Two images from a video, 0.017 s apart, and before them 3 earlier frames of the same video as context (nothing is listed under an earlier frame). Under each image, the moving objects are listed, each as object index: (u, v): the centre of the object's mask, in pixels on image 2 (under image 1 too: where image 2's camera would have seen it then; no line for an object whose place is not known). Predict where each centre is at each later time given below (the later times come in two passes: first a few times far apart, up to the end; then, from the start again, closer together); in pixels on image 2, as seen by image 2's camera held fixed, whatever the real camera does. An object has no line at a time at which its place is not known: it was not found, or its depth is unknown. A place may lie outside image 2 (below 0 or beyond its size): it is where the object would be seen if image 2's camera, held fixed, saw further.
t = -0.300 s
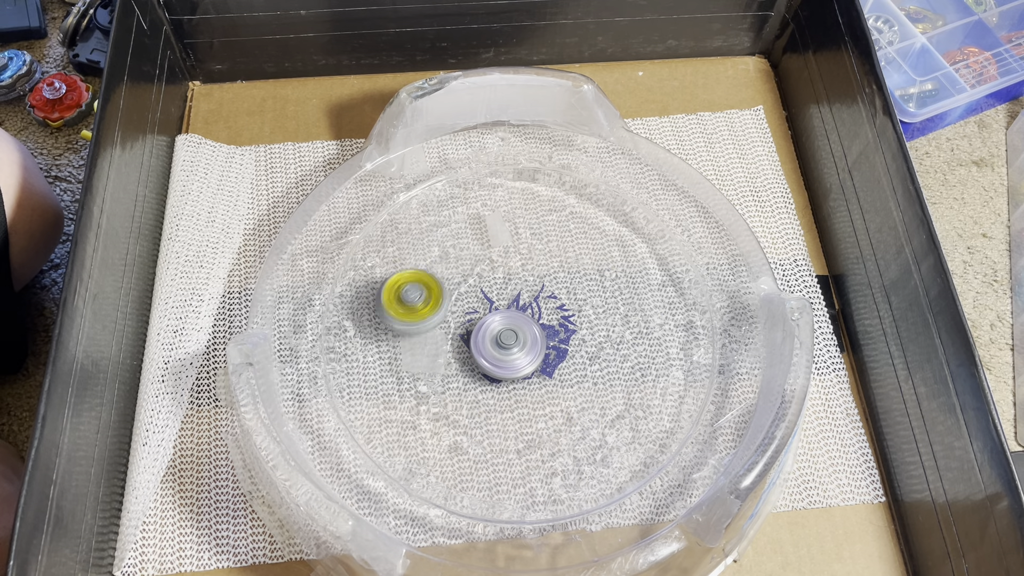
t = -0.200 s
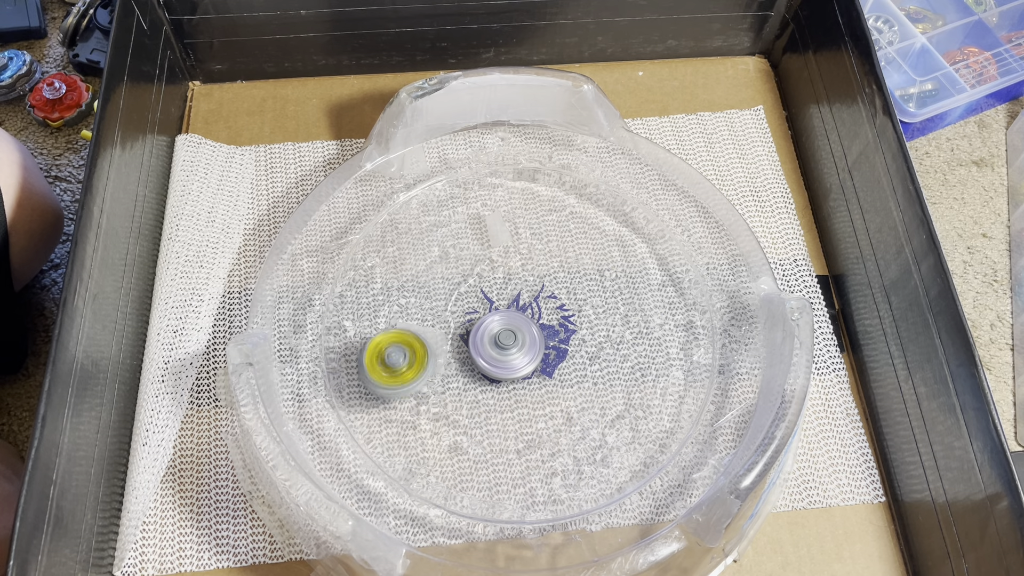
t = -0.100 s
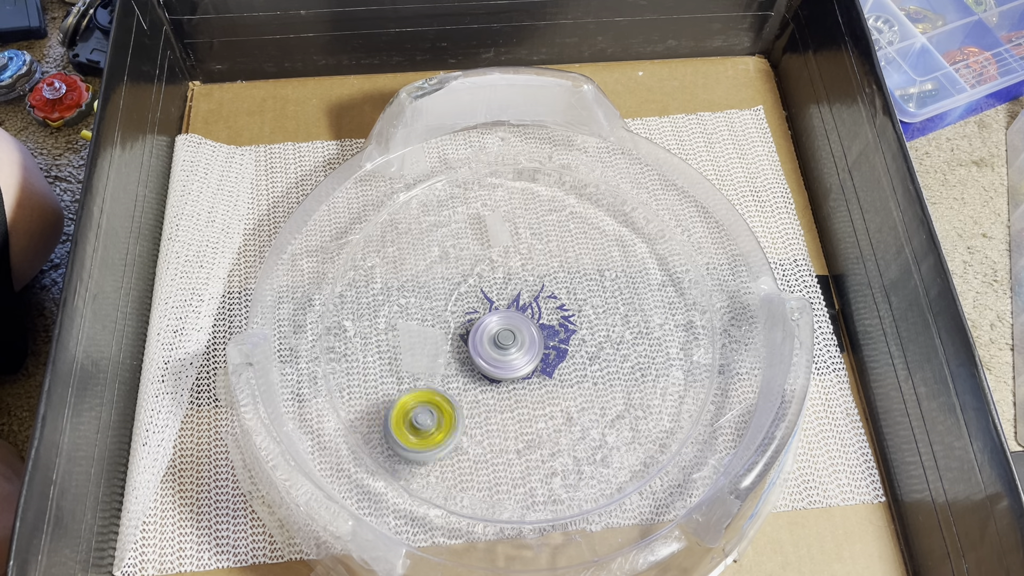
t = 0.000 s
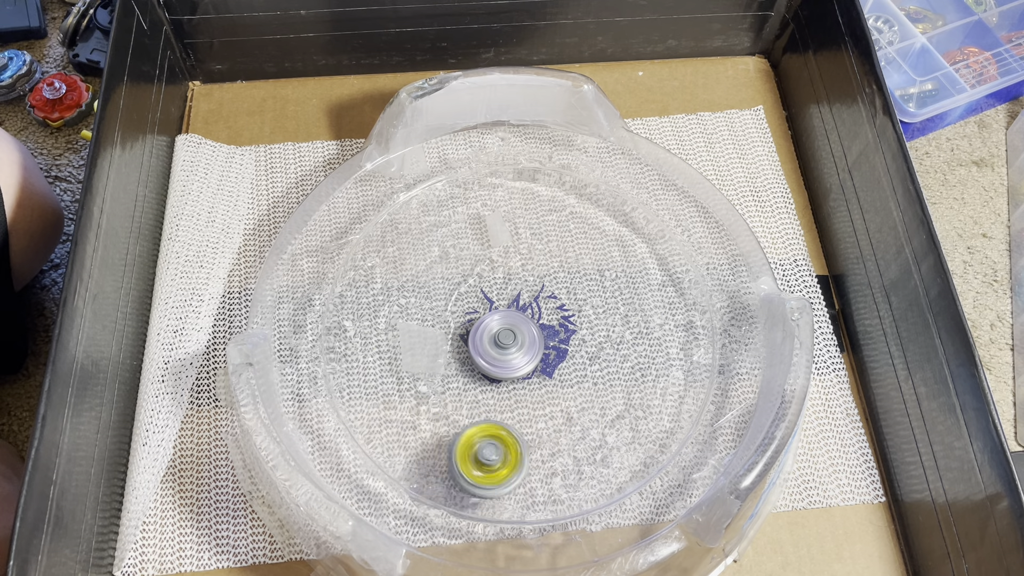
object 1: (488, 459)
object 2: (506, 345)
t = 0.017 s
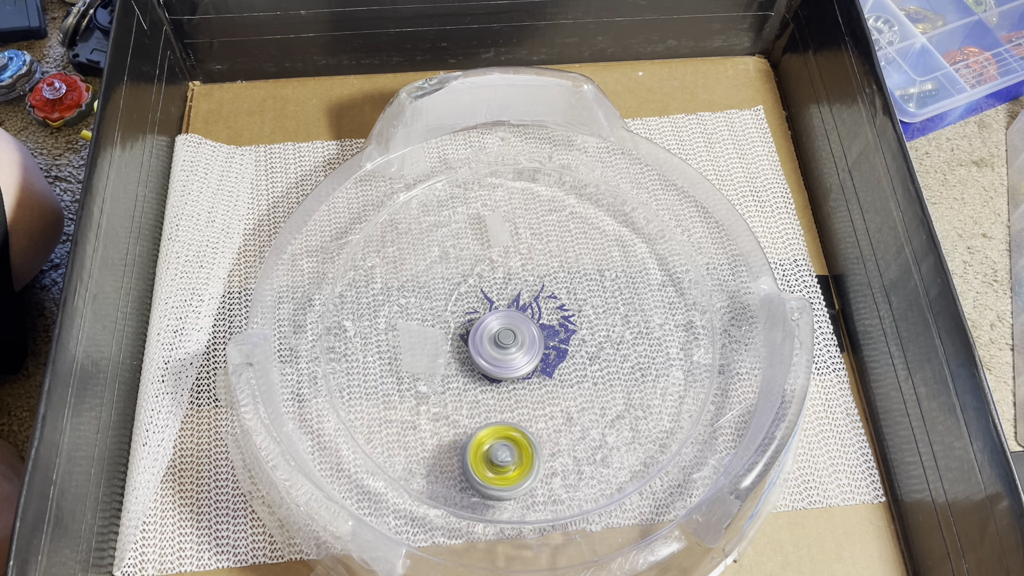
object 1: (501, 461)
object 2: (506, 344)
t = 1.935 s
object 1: (418, 365)
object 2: (511, 325)
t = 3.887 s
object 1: (411, 305)
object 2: (516, 332)
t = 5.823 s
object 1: (512, 214)
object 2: (506, 340)
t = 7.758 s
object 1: (617, 306)
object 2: (516, 332)
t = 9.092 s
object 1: (471, 231)
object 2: (518, 341)
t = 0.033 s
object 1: (514, 461)
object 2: (506, 344)
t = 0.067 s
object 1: (540, 457)
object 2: (506, 344)
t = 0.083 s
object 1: (552, 454)
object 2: (506, 344)
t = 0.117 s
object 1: (576, 443)
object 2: (506, 343)
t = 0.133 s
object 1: (586, 435)
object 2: (506, 343)
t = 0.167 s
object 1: (602, 419)
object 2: (506, 342)
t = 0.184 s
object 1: (610, 409)
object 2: (506, 342)
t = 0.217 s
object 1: (619, 387)
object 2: (506, 341)
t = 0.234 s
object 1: (622, 376)
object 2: (506, 341)
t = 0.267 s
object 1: (623, 355)
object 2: (506, 339)
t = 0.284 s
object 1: (622, 343)
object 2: (506, 339)
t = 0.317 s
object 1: (617, 322)
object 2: (505, 338)
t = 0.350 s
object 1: (608, 302)
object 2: (505, 338)
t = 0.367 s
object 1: (601, 293)
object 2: (505, 338)
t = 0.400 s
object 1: (587, 277)
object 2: (504, 337)
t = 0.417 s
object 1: (579, 268)
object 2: (504, 337)
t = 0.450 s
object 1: (561, 256)
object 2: (503, 337)
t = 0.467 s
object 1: (551, 250)
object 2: (503, 337)
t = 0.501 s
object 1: (531, 241)
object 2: (503, 336)
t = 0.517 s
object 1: (520, 237)
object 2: (502, 336)
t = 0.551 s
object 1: (498, 234)
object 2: (502, 336)
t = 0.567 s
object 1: (487, 233)
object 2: (502, 336)
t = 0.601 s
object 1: (467, 234)
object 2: (502, 336)
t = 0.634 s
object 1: (444, 240)
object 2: (501, 336)
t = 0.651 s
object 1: (434, 244)
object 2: (501, 336)
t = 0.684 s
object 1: (415, 255)
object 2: (502, 336)
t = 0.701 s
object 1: (407, 262)
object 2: (502, 336)
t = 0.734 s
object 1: (393, 277)
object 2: (502, 336)
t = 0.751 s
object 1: (386, 286)
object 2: (502, 336)
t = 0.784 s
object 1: (377, 307)
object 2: (502, 336)
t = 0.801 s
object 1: (375, 319)
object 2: (502, 336)
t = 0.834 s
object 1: (376, 340)
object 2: (503, 336)
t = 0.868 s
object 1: (381, 363)
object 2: (503, 336)
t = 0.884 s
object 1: (386, 374)
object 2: (504, 336)
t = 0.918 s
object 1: (402, 393)
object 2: (504, 335)
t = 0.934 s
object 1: (411, 402)
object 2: (505, 334)
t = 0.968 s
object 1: (431, 417)
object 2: (505, 334)
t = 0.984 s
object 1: (443, 423)
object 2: (505, 334)
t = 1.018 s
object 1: (467, 431)
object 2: (506, 333)
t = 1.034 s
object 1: (479, 432)
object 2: (506, 333)
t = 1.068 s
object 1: (506, 433)
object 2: (506, 332)
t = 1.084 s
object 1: (520, 431)
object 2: (507, 331)
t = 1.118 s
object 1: (543, 425)
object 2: (507, 331)
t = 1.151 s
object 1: (566, 413)
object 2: (507, 330)
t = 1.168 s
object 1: (576, 407)
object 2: (507, 330)
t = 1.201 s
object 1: (592, 390)
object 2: (506, 329)
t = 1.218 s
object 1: (599, 382)
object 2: (506, 329)
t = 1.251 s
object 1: (609, 362)
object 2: (506, 329)
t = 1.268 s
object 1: (614, 352)
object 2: (506, 328)
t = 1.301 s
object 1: (617, 332)
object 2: (506, 328)
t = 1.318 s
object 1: (617, 322)
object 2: (506, 328)
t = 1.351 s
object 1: (615, 301)
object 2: (506, 328)
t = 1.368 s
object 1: (613, 291)
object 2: (506, 328)
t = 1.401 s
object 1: (605, 272)
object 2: (506, 328)
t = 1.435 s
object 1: (594, 255)
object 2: (506, 328)
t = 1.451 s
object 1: (586, 246)
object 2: (506, 328)
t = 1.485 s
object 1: (571, 233)
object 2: (507, 328)
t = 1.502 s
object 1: (561, 227)
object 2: (507, 328)
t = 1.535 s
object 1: (542, 217)
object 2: (507, 328)
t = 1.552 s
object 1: (532, 214)
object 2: (507, 328)
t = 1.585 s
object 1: (510, 210)
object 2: (508, 328)
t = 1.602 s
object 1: (500, 209)
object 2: (508, 329)
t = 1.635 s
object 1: (479, 211)
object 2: (509, 328)
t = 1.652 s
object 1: (468, 214)
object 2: (509, 328)
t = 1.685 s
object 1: (447, 223)
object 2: (510, 328)
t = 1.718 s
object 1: (430, 236)
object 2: (510, 327)
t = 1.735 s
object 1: (423, 243)
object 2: (511, 327)
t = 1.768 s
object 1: (410, 260)
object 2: (511, 327)
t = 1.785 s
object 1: (405, 271)
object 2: (511, 327)
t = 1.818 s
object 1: (399, 292)
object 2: (511, 326)
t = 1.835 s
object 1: (398, 304)
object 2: (511, 326)
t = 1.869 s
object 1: (399, 326)
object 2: (511, 326)
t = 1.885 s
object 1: (403, 338)
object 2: (511, 326)
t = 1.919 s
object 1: (412, 358)
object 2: (511, 325)
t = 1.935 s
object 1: (418, 365)
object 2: (511, 325)
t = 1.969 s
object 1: (433, 386)
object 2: (510, 325)
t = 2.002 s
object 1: (453, 401)
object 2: (510, 325)
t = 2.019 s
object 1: (464, 406)
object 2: (510, 325)
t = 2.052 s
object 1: (485, 416)
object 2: (509, 325)
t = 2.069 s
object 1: (498, 419)
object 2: (509, 325)
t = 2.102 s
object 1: (523, 422)
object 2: (509, 325)
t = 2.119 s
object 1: (534, 422)
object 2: (509, 325)
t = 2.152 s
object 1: (559, 419)
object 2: (509, 326)
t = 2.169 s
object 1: (570, 416)
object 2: (509, 327)
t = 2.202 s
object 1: (592, 407)
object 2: (510, 328)
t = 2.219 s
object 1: (601, 401)
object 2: (510, 328)
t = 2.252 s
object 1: (619, 386)
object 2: (511, 329)
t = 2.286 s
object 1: (633, 370)
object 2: (512, 331)
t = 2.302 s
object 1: (637, 361)
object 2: (513, 331)
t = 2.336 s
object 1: (645, 341)
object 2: (515, 333)
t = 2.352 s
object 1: (646, 331)
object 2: (516, 333)
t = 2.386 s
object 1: (645, 311)
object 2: (517, 332)
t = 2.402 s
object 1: (644, 301)
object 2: (518, 332)
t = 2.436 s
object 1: (637, 282)
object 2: (519, 330)
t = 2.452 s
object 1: (632, 273)
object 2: (520, 330)
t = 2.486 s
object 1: (619, 256)
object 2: (520, 329)
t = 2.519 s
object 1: (603, 242)
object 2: (521, 328)
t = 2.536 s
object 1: (593, 236)
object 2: (521, 327)
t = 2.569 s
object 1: (573, 228)
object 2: (521, 327)
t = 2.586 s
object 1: (562, 225)
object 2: (521, 326)
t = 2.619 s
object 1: (540, 222)
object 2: (521, 326)
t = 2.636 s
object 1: (528, 222)
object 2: (521, 325)
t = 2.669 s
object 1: (506, 225)
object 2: (520, 325)
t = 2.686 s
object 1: (495, 228)
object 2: (520, 325)
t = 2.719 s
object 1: (476, 237)
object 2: (519, 325)
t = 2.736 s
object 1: (466, 243)
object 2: (518, 325)
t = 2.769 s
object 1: (450, 257)
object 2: (517, 325)
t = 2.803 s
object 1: (435, 274)
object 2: (516, 325)
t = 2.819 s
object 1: (430, 284)
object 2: (516, 325)
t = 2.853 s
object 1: (423, 304)
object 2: (515, 326)
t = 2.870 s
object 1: (420, 314)
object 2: (515, 326)
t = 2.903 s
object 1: (418, 336)
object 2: (514, 327)
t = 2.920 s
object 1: (419, 346)
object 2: (514, 328)
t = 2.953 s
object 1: (425, 366)
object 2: (514, 329)
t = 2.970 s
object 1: (429, 376)
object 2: (513, 329)
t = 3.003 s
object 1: (440, 395)
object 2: (513, 332)
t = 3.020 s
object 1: (447, 405)
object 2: (514, 333)
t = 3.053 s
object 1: (463, 420)
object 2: (515, 335)
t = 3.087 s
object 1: (482, 433)
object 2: (517, 336)
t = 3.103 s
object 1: (493, 438)
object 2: (517, 336)
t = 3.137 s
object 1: (516, 445)
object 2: (518, 337)
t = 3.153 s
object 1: (528, 447)
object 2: (519, 337)
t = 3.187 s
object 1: (552, 447)
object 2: (520, 337)
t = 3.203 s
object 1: (566, 446)
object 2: (520, 338)
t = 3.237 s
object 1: (587, 439)
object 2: (521, 338)
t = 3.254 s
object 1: (599, 434)
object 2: (521, 338)
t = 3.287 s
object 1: (617, 421)
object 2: (522, 338)
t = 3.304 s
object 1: (626, 414)
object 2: (523, 338)
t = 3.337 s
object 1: (639, 395)
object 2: (523, 337)
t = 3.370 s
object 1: (646, 376)
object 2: (524, 337)
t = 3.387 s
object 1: (648, 365)
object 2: (525, 337)
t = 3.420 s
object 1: (648, 344)
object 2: (525, 336)
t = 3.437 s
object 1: (646, 333)
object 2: (525, 336)
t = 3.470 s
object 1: (638, 314)
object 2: (526, 336)
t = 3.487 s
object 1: (633, 304)
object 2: (526, 335)
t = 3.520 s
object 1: (619, 287)
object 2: (526, 335)
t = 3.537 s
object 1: (611, 279)
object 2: (526, 335)
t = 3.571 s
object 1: (594, 267)
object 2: (525, 334)
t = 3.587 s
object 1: (583, 261)
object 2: (525, 334)
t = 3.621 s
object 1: (562, 253)
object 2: (524, 333)
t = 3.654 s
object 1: (541, 248)
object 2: (524, 333)
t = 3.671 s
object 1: (529, 246)
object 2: (523, 333)
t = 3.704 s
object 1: (508, 247)
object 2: (522, 333)
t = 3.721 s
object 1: (497, 248)
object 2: (521, 332)
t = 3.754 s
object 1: (477, 253)
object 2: (520, 332)
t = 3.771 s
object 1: (466, 258)
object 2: (519, 333)
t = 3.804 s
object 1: (447, 267)
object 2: (518, 332)
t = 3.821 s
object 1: (439, 274)
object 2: (518, 333)
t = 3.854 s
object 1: (424, 288)
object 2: (517, 332)
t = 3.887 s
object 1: (411, 305)
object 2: (516, 332)
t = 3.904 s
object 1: (407, 313)
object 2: (516, 332)
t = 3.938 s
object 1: (401, 333)
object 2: (516, 333)
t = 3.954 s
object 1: (398, 343)
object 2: (516, 333)
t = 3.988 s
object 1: (399, 363)
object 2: (516, 333)
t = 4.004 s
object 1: (401, 373)
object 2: (516, 333)
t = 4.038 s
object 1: (407, 393)
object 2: (515, 334)
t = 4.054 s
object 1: (412, 402)
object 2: (515, 335)
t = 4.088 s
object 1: (425, 420)
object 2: (515, 335)
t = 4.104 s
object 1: (433, 428)
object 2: (515, 336)
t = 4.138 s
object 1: (453, 441)
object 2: (515, 336)
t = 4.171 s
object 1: (475, 449)
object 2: (514, 336)
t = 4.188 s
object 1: (486, 452)
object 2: (514, 337)
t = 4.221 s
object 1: (511, 455)
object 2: (513, 337)
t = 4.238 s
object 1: (523, 453)
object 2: (513, 337)
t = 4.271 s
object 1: (548, 448)
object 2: (512, 338)
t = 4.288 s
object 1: (559, 444)
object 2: (512, 339)
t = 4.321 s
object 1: (578, 431)
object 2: (512, 339)
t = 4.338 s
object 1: (587, 424)
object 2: (511, 340)
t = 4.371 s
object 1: (602, 406)
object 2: (511, 341)
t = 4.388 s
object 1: (607, 397)
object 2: (511, 341)
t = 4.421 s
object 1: (615, 377)
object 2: (512, 342)
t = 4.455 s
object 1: (618, 356)
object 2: (512, 343)
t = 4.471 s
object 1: (617, 346)
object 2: (512, 344)
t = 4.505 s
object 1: (614, 326)
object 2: (513, 344)
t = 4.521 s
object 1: (611, 316)
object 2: (513, 345)
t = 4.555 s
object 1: (602, 298)
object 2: (514, 345)
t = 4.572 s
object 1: (596, 289)
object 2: (514, 345)
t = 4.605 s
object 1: (583, 273)
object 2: (514, 346)
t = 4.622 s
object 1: (575, 267)
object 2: (514, 346)
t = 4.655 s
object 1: (558, 254)
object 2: (515, 346)
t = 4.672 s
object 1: (548, 249)
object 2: (515, 346)
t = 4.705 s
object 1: (529, 241)
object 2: (515, 346)
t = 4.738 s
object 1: (509, 235)
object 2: (515, 346)
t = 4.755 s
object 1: (499, 234)
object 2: (515, 346)
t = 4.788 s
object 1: (477, 234)
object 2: (515, 346)
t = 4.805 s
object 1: (467, 235)
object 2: (515, 346)
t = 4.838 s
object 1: (447, 241)
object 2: (515, 345)
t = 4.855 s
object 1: (437, 244)
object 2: (516, 345)
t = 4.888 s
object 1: (420, 255)
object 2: (516, 345)
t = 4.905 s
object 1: (412, 261)
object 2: (516, 345)
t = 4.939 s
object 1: (398, 276)
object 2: (517, 344)
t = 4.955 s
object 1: (392, 286)
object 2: (517, 344)
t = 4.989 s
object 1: (385, 304)
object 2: (517, 343)
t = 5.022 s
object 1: (382, 324)
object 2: (517, 342)
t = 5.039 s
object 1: (383, 335)
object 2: (517, 342)
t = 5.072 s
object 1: (389, 355)
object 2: (517, 341)
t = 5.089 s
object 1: (392, 364)
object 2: (517, 341)
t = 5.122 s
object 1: (404, 384)
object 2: (516, 340)
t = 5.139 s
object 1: (413, 392)
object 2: (515, 339)
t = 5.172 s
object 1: (430, 407)
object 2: (515, 339)
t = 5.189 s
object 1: (441, 414)
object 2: (514, 338)
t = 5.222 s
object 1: (462, 422)
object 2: (514, 337)
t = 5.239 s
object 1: (475, 424)
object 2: (513, 337)
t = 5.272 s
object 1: (499, 427)
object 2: (512, 336)
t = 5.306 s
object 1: (523, 425)
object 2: (511, 336)
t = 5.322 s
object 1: (534, 422)
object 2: (511, 336)
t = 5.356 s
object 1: (556, 414)
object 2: (510, 335)
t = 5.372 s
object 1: (566, 409)
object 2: (509, 335)
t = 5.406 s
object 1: (584, 396)
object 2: (508, 335)
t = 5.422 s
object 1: (592, 387)
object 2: (508, 335)
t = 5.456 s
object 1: (604, 371)
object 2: (507, 335)
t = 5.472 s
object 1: (609, 362)
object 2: (506, 335)
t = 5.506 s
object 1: (616, 342)
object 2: (506, 336)
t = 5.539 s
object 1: (619, 324)
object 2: (506, 336)
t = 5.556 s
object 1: (619, 314)
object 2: (505, 336)
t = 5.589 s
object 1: (615, 295)
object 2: (505, 337)
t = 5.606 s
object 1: (613, 286)
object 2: (505, 337)
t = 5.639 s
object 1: (604, 268)
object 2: (505, 338)
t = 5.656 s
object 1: (599, 260)
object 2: (505, 338)
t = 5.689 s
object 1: (586, 245)
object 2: (505, 339)
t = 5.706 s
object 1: (579, 238)
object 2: (505, 339)
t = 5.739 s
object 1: (561, 228)
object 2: (505, 339)
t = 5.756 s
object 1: (552, 223)
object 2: (505, 340)
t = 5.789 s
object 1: (532, 217)
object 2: (506, 340)
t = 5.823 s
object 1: (512, 214)
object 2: (506, 340)
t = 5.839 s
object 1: (502, 214)
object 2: (507, 340)
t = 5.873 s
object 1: (481, 218)
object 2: (507, 340)
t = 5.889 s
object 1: (471, 221)
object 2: (508, 340)
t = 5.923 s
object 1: (453, 230)
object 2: (508, 339)
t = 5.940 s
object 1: (444, 236)
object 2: (508, 339)
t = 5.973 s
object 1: (429, 251)
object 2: (509, 338)
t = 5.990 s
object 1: (424, 259)
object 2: (509, 338)
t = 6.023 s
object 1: (413, 277)
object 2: (510, 337)
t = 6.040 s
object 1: (410, 288)
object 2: (510, 337)
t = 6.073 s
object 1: (408, 308)
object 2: (510, 336)
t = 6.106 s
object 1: (409, 330)
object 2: (511, 335)
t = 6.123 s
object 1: (412, 340)
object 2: (511, 334)
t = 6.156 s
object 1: (420, 359)
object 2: (511, 334)
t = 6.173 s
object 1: (425, 367)
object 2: (511, 333)
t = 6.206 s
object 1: (439, 385)
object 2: (511, 333)
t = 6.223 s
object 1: (447, 392)
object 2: (511, 332)
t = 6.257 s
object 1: (465, 406)
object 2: (511, 332)
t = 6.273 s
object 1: (476, 411)
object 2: (511, 332)
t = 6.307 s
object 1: (497, 419)
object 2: (511, 331)
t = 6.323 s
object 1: (508, 422)
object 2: (511, 331)
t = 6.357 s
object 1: (532, 424)
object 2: (510, 331)
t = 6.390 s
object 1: (555, 422)
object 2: (510, 331)
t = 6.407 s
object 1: (567, 420)
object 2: (510, 331)
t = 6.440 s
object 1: (587, 412)
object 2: (509, 331)
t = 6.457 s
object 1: (597, 407)
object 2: (509, 330)
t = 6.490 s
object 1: (615, 394)
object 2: (508, 330)
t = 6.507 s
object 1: (622, 387)
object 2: (508, 330)
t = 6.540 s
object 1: (635, 370)
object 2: (508, 330)
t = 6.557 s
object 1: (638, 361)
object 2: (508, 330)
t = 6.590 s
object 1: (644, 342)
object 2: (507, 330)
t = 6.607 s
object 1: (645, 332)
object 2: (507, 330)
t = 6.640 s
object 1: (643, 314)
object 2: (507, 330)
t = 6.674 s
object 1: (637, 295)
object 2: (507, 330)
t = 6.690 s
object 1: (633, 286)
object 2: (507, 331)
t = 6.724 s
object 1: (620, 270)
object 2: (507, 331)
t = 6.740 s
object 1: (613, 263)
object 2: (507, 331)
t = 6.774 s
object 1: (597, 251)
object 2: (508, 331)
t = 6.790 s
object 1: (588, 246)
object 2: (508, 331)
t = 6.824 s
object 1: (568, 238)
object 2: (508, 332)
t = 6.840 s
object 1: (558, 236)
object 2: (509, 332)
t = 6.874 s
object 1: (537, 234)
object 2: (509, 332)
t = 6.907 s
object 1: (515, 236)
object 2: (510, 332)
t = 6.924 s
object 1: (505, 238)
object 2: (510, 332)
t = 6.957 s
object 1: (485, 244)
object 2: (511, 332)
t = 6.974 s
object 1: (477, 249)
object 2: (512, 332)
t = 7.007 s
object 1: (459, 261)
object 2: (513, 332)
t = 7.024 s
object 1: (452, 268)
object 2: (514, 333)
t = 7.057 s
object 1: (438, 284)
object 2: (516, 332)
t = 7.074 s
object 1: (433, 292)
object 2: (517, 332)
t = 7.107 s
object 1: (426, 309)
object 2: (517, 331)
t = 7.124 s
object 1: (422, 320)
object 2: (517, 331)
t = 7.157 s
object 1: (420, 339)
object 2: (517, 330)
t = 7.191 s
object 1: (422, 358)
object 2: (516, 329)
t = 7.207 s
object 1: (423, 367)
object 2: (515, 329)
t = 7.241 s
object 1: (431, 386)
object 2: (514, 329)
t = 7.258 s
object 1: (435, 395)
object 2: (514, 329)
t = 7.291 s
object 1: (447, 412)
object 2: (513, 330)
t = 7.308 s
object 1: (456, 419)
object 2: (513, 330)
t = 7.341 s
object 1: (473, 432)
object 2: (512, 330)
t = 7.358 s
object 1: (483, 437)
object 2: (512, 331)
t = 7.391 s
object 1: (504, 444)
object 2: (512, 331)
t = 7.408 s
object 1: (515, 447)
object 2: (513, 331)
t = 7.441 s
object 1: (539, 448)
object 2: (513, 332)
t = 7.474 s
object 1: (561, 444)
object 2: (515, 332)
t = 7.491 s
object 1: (573, 441)
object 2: (515, 332)
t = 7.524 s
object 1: (592, 431)
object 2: (516, 331)
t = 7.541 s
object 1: (601, 424)
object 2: (516, 331)
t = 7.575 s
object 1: (616, 410)
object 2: (516, 330)
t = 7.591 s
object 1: (621, 401)
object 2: (515, 330)
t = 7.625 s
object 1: (631, 382)
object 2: (515, 330)
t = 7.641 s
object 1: (633, 372)
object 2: (514, 330)
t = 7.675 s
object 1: (634, 352)
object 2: (514, 331)
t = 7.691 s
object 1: (633, 342)
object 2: (514, 331)
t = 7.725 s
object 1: (627, 324)
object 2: (515, 332)
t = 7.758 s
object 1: (617, 306)
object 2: (516, 332)
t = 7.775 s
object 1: (611, 298)
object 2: (516, 332)
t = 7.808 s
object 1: (598, 283)
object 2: (516, 331)
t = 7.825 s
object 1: (590, 277)
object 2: (516, 331)
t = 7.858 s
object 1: (572, 266)
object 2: (516, 330)
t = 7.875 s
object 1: (563, 262)
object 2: (515, 330)
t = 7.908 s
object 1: (544, 255)
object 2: (514, 330)
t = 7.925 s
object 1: (533, 252)
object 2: (513, 331)
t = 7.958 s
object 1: (512, 250)
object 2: (513, 333)
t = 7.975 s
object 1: (502, 250)
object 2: (514, 333)
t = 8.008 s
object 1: (482, 252)
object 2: (516, 334)
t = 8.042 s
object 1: (463, 258)
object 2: (518, 335)
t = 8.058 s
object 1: (454, 262)
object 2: (518, 335)
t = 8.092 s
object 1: (436, 271)
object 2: (520, 335)
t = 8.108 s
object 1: (428, 277)
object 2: (520, 335)
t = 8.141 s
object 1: (415, 291)
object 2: (521, 335)
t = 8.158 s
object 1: (410, 299)
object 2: (522, 334)
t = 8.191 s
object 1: (400, 316)
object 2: (522, 334)
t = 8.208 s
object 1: (397, 324)
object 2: (522, 333)
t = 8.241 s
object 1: (394, 343)
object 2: (522, 332)
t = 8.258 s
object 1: (395, 353)
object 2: (522, 332)
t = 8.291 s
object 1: (398, 371)
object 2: (521, 331)
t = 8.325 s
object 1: (405, 390)
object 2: (521, 330)
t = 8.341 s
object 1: (411, 399)
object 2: (520, 330)
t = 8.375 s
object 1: (424, 414)
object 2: (519, 329)
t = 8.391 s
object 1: (433, 421)
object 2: (518, 329)
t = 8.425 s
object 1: (453, 432)
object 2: (516, 329)
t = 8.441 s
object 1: (464, 436)
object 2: (515, 329)
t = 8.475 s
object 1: (487, 440)
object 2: (513, 330)
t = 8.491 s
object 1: (498, 441)
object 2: (512, 330)
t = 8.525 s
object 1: (523, 439)
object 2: (511, 331)
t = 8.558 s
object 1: (544, 432)
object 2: (511, 333)
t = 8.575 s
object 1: (555, 427)
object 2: (510, 333)
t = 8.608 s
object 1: (573, 415)
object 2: (510, 334)
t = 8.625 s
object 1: (581, 408)
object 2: (511, 335)
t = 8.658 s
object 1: (594, 390)
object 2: (511, 336)
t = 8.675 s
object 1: (598, 382)
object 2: (511, 336)
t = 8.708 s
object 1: (605, 362)
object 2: (512, 337)
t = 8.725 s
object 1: (607, 353)
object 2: (512, 338)
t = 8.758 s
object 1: (608, 334)
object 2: (513, 338)
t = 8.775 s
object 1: (607, 324)
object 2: (513, 338)
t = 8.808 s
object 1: (602, 307)
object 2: (514, 339)
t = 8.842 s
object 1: (595, 289)
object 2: (514, 339)
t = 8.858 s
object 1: (589, 281)
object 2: (514, 340)
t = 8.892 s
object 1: (578, 267)
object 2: (515, 340)
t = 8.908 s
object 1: (571, 260)
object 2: (515, 340)
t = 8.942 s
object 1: (555, 248)
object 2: (516, 340)
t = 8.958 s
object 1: (546, 243)
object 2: (516, 340)
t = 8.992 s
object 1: (528, 235)
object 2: (517, 341)
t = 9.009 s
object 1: (519, 233)
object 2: (517, 341)
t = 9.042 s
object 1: (500, 229)
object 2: (517, 341)
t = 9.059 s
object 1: (491, 229)
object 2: (518, 341)
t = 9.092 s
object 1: (471, 231)
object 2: (518, 341)
